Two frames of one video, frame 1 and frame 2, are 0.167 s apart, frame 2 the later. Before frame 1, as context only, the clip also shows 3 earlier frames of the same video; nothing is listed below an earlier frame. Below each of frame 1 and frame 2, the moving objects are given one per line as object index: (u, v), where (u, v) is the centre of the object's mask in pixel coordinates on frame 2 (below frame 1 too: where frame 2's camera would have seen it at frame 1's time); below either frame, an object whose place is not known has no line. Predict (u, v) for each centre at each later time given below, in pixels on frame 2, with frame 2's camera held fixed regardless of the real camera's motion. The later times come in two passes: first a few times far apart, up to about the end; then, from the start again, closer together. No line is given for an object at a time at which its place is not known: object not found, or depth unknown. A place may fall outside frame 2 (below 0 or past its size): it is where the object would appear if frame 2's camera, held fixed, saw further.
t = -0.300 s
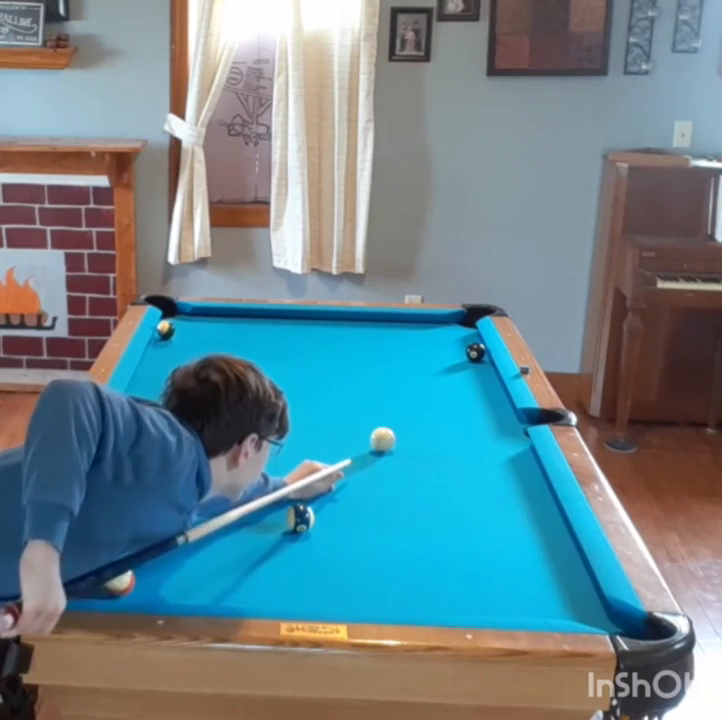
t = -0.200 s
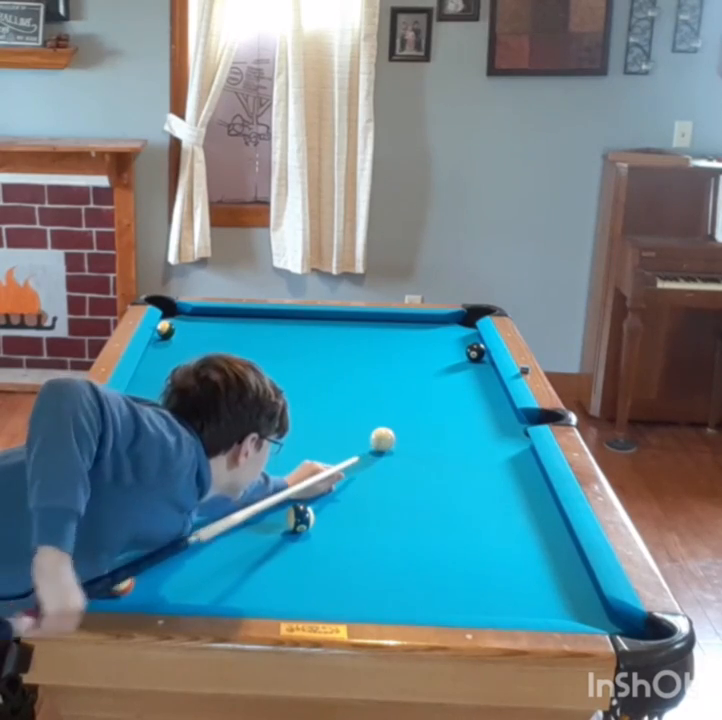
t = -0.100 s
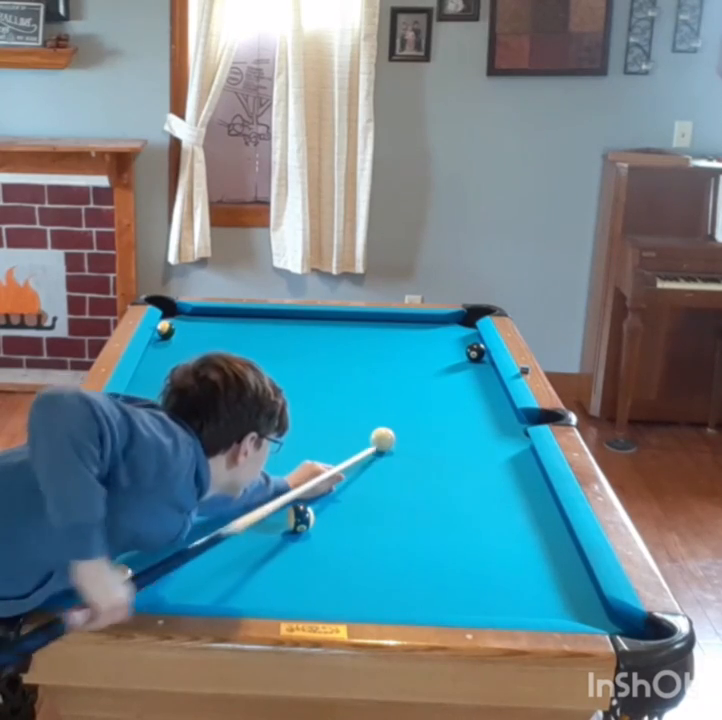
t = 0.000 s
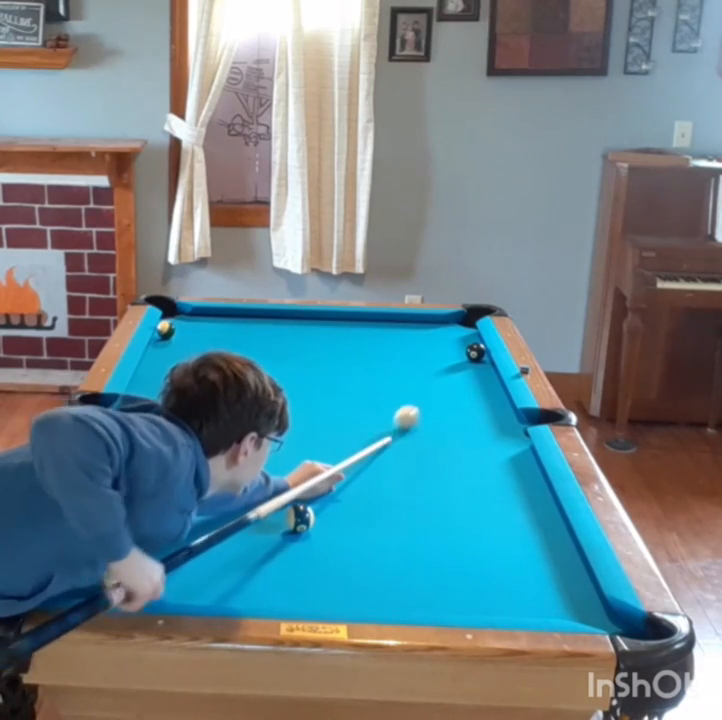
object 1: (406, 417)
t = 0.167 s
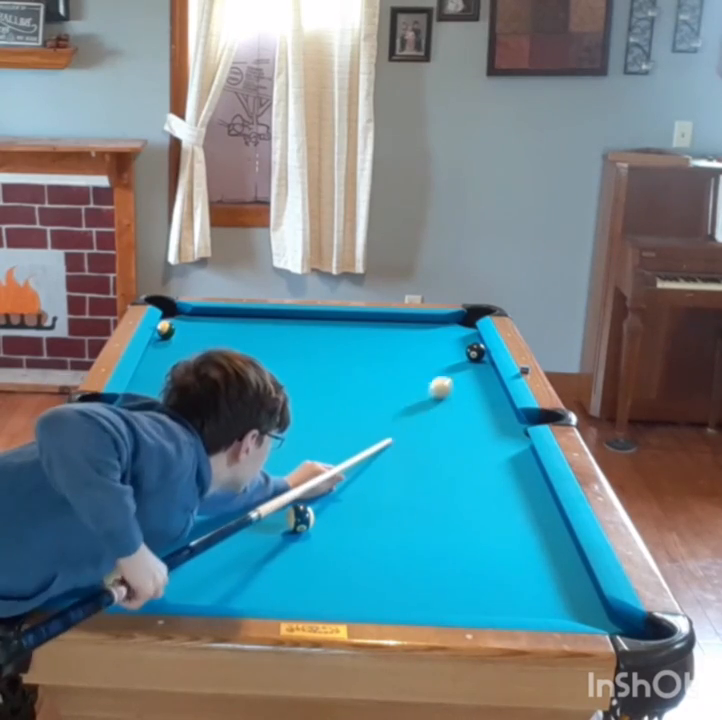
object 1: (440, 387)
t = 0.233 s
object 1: (451, 378)
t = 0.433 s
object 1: (475, 358)
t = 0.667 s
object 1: (472, 355)
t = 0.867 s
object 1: (462, 352)
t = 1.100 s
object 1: (451, 349)
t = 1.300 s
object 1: (442, 346)
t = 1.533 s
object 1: (433, 344)
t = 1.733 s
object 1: (426, 342)
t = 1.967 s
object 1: (420, 340)
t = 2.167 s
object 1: (415, 338)
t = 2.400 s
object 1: (410, 337)
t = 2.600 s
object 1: (407, 335)
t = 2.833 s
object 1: (404, 334)
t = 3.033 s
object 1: (401, 333)
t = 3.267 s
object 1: (399, 332)
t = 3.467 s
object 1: (398, 331)
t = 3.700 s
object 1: (397, 331)
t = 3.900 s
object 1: (397, 331)
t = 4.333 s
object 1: (393, 332)
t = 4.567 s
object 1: (397, 331)
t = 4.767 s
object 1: (397, 331)
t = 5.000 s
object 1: (397, 331)
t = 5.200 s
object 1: (397, 331)
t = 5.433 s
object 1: (397, 331)
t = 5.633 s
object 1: (397, 331)
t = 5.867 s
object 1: (397, 331)
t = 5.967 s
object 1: (397, 331)
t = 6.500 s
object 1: (394, 331)
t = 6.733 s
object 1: (400, 331)
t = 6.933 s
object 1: (406, 331)
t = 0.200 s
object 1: (446, 382)
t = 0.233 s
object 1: (451, 378)
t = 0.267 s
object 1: (455, 374)
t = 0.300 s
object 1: (460, 370)
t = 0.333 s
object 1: (463, 367)
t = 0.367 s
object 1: (467, 364)
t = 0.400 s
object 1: (471, 361)
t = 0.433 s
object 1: (475, 358)
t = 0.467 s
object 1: (478, 357)
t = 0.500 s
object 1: (481, 357)
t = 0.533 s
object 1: (480, 357)
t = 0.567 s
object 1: (478, 356)
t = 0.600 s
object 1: (476, 356)
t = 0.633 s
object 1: (474, 355)
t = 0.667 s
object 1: (472, 355)
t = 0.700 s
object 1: (470, 354)
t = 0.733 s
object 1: (469, 354)
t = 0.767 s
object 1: (467, 353)
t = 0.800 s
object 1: (465, 353)
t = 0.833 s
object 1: (463, 352)
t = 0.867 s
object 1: (462, 352)
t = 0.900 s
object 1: (460, 351)
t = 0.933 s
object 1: (458, 351)
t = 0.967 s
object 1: (457, 351)
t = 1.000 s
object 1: (455, 350)
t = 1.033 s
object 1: (454, 350)
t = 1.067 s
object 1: (452, 349)
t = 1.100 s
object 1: (451, 349)
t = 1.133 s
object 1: (449, 348)
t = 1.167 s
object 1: (447, 348)
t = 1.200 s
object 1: (446, 348)
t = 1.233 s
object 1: (445, 347)
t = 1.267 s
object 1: (443, 347)
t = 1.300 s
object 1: (442, 346)
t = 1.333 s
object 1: (441, 346)
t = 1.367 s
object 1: (439, 346)
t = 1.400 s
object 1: (438, 345)
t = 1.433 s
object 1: (437, 345)
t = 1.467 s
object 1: (436, 345)
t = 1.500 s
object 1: (434, 344)
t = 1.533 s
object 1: (433, 344)
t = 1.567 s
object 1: (432, 344)
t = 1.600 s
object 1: (431, 343)
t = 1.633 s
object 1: (430, 343)
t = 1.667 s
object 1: (428, 343)
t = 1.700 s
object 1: (427, 342)
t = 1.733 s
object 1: (426, 342)
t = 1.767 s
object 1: (425, 342)
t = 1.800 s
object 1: (424, 341)
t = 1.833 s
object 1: (423, 341)
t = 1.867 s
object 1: (422, 340)
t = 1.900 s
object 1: (421, 340)
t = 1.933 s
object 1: (420, 340)
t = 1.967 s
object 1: (420, 340)
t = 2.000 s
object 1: (419, 340)
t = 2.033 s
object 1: (418, 339)
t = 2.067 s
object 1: (417, 339)
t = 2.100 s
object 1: (417, 339)
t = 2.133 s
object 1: (416, 338)
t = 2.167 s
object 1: (415, 338)
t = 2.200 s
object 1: (414, 338)
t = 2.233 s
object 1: (413, 338)
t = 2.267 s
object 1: (413, 338)
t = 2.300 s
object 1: (412, 337)
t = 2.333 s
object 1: (412, 337)
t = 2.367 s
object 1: (411, 337)
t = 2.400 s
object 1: (410, 337)
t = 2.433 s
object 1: (410, 336)
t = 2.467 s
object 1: (409, 336)
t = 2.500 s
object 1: (409, 336)
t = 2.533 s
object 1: (408, 336)
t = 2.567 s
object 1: (407, 335)
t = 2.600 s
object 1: (407, 335)
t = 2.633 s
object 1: (406, 335)
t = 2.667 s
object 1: (406, 335)
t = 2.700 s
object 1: (405, 335)
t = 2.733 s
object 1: (405, 334)
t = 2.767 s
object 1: (404, 334)
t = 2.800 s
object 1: (404, 334)
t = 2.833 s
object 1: (404, 334)
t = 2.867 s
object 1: (403, 334)
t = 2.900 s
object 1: (403, 334)
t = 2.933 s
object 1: (402, 333)
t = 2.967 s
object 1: (402, 333)
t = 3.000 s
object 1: (402, 333)
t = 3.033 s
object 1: (401, 333)
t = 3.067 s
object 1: (401, 333)
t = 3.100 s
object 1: (401, 333)
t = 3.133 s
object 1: (401, 333)
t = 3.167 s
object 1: (400, 333)
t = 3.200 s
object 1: (400, 332)
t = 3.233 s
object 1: (400, 332)
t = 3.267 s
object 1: (399, 332)
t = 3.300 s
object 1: (399, 332)
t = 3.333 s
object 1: (399, 332)
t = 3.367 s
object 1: (399, 332)
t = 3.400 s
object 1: (399, 332)
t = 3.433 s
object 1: (398, 332)
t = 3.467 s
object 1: (398, 331)
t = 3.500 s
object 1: (398, 331)
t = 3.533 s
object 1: (398, 331)
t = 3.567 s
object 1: (398, 331)
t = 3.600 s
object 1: (398, 331)
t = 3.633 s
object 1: (397, 331)
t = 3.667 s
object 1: (397, 331)
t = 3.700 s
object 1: (397, 331)
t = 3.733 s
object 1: (397, 331)
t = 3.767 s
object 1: (397, 331)
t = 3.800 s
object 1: (397, 331)
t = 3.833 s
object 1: (397, 331)
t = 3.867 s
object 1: (397, 331)
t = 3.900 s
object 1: (397, 331)
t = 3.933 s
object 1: (397, 331)
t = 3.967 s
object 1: (398, 332)
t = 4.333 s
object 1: (393, 332)
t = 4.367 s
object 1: (397, 331)
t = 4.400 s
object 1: (397, 331)
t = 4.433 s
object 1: (397, 331)
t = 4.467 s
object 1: (397, 331)
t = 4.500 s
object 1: (397, 331)
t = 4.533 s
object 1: (397, 331)
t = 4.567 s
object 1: (397, 331)
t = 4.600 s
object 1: (397, 331)
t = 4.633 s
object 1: (397, 331)
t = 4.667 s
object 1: (397, 331)
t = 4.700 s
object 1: (397, 331)
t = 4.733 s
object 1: (397, 331)
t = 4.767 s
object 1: (397, 331)
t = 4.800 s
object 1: (397, 331)
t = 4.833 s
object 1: (397, 331)
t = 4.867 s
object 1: (397, 331)
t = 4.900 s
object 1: (397, 331)
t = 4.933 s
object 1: (397, 331)
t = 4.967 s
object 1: (397, 331)
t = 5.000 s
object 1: (397, 331)
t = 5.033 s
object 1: (397, 331)
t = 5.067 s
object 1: (397, 331)
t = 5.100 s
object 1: (397, 331)
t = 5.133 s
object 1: (397, 331)
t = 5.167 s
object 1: (397, 331)
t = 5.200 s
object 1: (397, 331)
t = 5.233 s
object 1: (397, 331)
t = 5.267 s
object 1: (397, 331)
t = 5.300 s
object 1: (397, 331)
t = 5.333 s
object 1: (397, 331)
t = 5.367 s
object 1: (397, 331)
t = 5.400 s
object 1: (397, 331)
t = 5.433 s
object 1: (397, 331)
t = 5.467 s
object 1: (397, 331)
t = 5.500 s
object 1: (397, 331)
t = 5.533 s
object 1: (397, 331)
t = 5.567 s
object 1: (397, 331)
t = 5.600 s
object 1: (397, 331)
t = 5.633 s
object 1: (397, 331)
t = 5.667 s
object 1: (397, 331)
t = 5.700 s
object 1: (397, 331)
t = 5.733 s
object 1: (397, 331)
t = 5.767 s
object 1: (397, 331)
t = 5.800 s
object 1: (397, 331)
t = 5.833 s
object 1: (397, 331)
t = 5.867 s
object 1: (397, 331)
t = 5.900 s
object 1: (397, 331)
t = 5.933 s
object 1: (397, 331)
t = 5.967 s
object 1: (397, 331)
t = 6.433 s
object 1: (397, 331)
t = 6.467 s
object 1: (397, 331)
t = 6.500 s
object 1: (394, 331)
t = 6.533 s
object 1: (393, 330)
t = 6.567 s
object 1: (393, 330)
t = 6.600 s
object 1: (394, 330)
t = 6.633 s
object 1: (395, 331)
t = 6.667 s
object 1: (397, 331)
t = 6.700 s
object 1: (399, 331)
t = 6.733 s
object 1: (400, 331)
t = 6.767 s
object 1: (402, 331)
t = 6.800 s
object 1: (403, 331)
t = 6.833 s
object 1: (404, 331)
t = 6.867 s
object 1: (405, 331)
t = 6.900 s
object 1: (406, 331)
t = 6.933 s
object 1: (406, 331)
